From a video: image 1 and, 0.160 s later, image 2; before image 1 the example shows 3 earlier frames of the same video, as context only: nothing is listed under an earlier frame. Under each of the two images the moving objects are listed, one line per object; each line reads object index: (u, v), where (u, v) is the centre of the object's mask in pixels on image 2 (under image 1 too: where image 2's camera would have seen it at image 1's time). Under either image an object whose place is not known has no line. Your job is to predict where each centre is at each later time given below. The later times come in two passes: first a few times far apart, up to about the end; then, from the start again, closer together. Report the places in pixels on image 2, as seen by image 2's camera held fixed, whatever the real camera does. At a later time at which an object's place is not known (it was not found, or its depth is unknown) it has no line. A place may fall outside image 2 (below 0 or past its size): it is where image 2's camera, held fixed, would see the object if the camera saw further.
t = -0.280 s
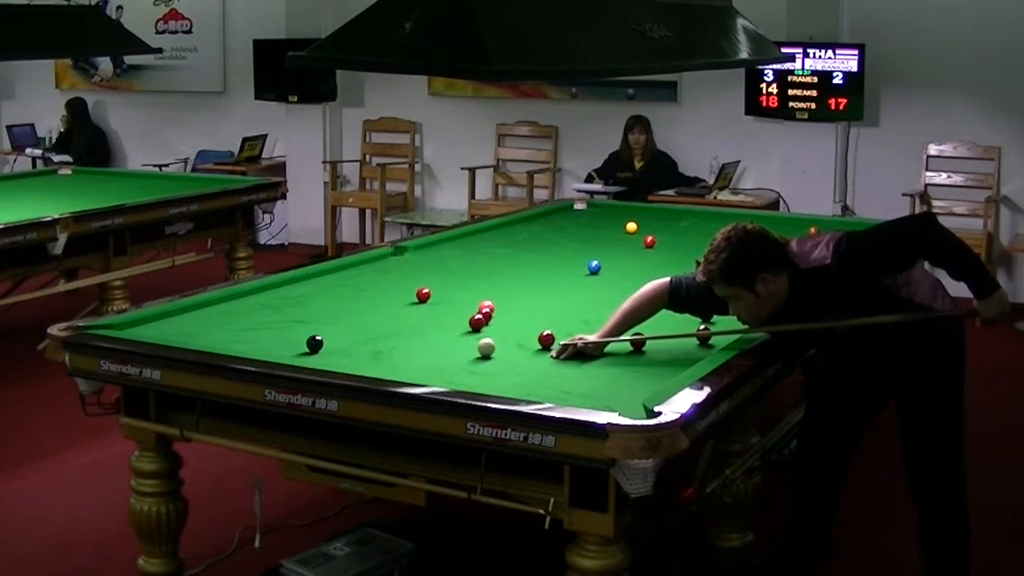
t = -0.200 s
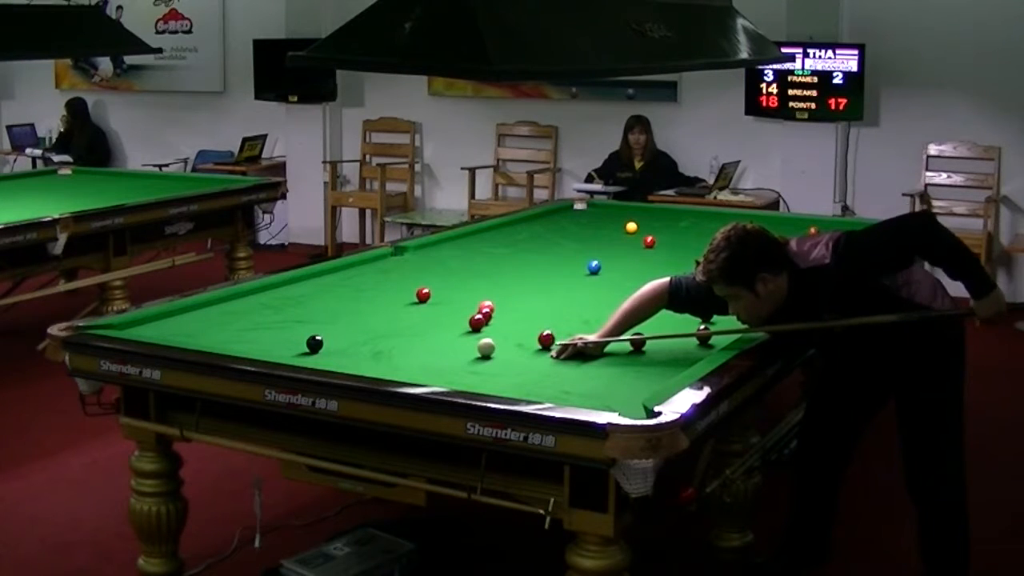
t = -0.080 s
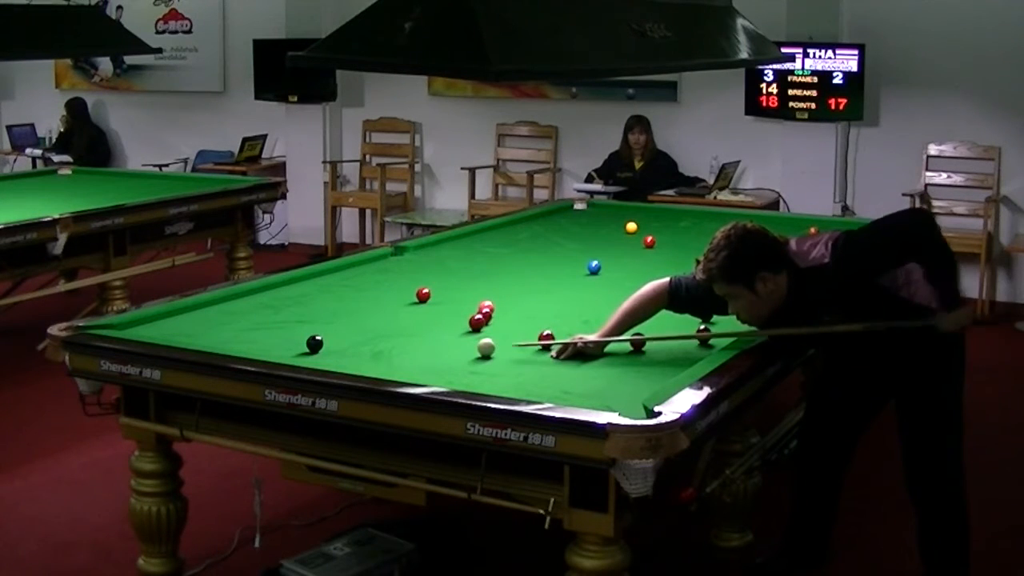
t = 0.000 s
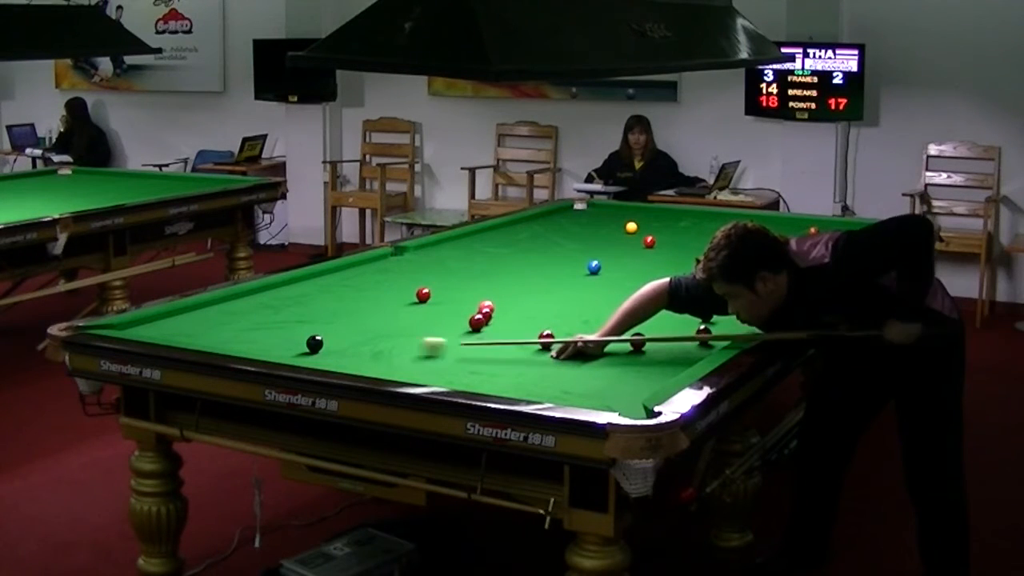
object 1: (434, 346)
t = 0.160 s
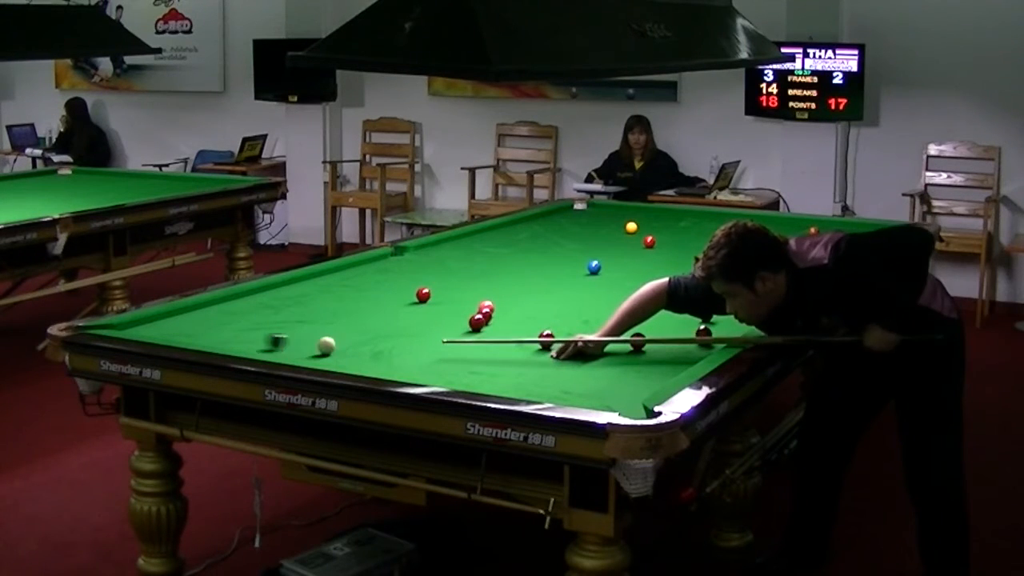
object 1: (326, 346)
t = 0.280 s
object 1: (306, 349)
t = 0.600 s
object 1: (247, 345)
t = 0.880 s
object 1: (237, 339)
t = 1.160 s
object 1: (228, 330)
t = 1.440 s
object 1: (219, 322)
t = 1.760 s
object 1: (210, 315)
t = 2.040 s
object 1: (202, 309)
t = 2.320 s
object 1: (207, 305)
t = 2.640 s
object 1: (226, 305)
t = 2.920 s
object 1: (239, 304)
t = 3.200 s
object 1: (250, 304)
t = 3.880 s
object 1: (271, 302)
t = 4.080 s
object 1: (267, 303)
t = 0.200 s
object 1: (321, 347)
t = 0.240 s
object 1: (314, 347)
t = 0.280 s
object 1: (306, 349)
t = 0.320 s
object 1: (297, 349)
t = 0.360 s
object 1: (287, 348)
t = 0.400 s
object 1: (277, 348)
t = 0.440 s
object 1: (267, 348)
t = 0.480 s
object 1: (256, 347)
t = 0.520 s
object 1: (250, 347)
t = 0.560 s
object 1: (249, 346)
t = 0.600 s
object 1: (247, 345)
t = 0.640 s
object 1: (246, 345)
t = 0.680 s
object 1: (244, 343)
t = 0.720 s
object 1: (243, 343)
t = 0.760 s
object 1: (241, 342)
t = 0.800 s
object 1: (240, 341)
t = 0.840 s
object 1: (238, 340)
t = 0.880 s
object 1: (237, 339)
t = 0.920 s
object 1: (236, 338)
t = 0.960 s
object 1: (234, 336)
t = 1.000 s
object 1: (233, 335)
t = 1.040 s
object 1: (231, 334)
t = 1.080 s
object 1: (230, 333)
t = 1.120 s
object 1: (229, 331)
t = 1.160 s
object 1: (228, 330)
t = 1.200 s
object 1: (227, 329)
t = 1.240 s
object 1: (225, 328)
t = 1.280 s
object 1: (224, 327)
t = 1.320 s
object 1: (223, 326)
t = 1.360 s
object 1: (222, 325)
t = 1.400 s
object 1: (220, 324)
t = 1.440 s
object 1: (219, 322)
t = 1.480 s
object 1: (218, 322)
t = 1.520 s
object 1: (217, 320)
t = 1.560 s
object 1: (215, 319)
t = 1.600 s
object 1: (214, 318)
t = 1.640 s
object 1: (213, 317)
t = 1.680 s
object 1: (212, 316)
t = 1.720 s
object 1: (211, 315)
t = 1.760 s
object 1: (210, 315)
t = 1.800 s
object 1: (208, 314)
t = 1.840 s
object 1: (207, 313)
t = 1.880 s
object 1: (206, 312)
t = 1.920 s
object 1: (205, 311)
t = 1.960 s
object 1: (204, 310)
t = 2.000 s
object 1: (203, 309)
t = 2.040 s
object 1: (202, 309)
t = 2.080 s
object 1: (201, 308)
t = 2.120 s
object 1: (199, 307)
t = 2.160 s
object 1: (199, 306)
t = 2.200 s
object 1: (199, 306)
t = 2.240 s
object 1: (202, 305)
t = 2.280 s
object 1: (204, 305)
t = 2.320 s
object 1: (207, 305)
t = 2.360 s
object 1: (209, 305)
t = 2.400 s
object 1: (212, 305)
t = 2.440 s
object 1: (214, 305)
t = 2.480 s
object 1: (217, 305)
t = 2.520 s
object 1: (219, 305)
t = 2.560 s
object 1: (221, 305)
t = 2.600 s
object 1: (223, 305)
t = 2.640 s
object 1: (226, 305)
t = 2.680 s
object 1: (228, 305)
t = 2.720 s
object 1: (230, 305)
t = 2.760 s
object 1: (232, 305)
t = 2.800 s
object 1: (234, 304)
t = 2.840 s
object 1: (236, 304)
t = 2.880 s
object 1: (237, 304)
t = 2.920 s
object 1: (239, 304)
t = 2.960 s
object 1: (241, 304)
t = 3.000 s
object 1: (243, 304)
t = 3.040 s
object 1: (244, 304)
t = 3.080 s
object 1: (246, 304)
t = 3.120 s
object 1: (248, 304)
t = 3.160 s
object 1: (249, 304)
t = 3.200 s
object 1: (250, 304)
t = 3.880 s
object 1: (271, 302)
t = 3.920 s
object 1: (265, 303)
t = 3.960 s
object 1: (266, 303)
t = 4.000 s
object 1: (266, 303)
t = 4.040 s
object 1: (267, 301)
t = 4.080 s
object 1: (267, 303)
